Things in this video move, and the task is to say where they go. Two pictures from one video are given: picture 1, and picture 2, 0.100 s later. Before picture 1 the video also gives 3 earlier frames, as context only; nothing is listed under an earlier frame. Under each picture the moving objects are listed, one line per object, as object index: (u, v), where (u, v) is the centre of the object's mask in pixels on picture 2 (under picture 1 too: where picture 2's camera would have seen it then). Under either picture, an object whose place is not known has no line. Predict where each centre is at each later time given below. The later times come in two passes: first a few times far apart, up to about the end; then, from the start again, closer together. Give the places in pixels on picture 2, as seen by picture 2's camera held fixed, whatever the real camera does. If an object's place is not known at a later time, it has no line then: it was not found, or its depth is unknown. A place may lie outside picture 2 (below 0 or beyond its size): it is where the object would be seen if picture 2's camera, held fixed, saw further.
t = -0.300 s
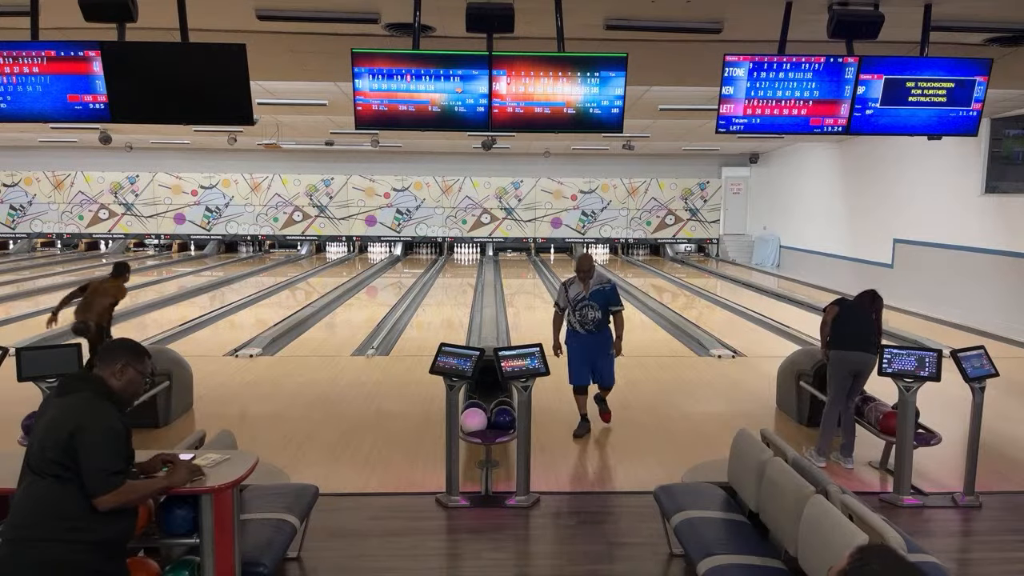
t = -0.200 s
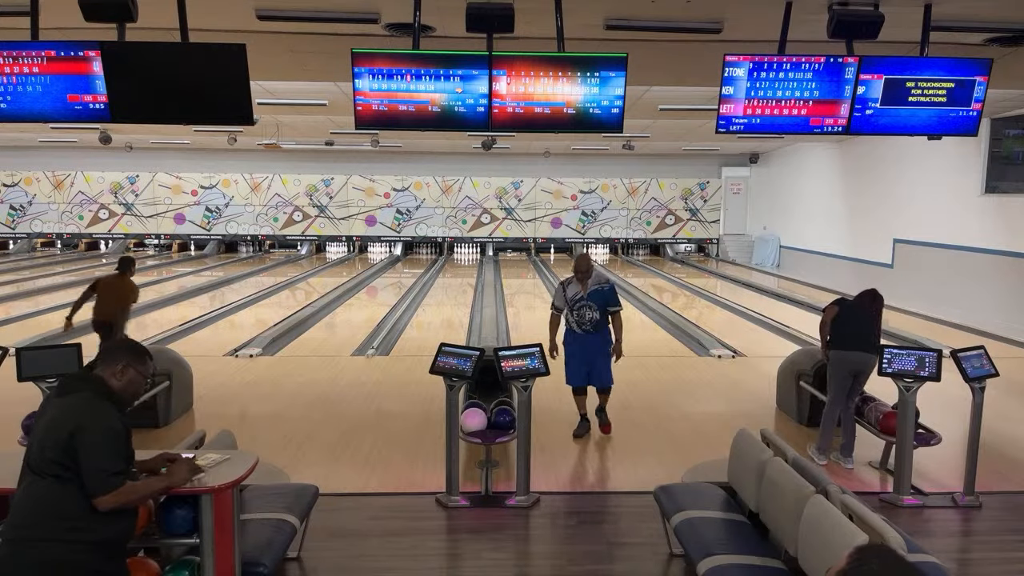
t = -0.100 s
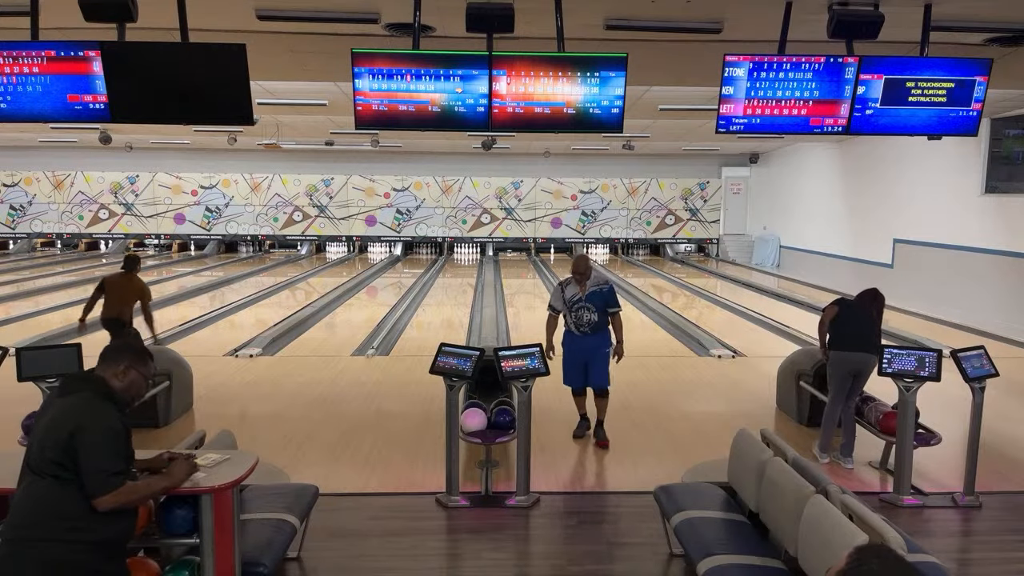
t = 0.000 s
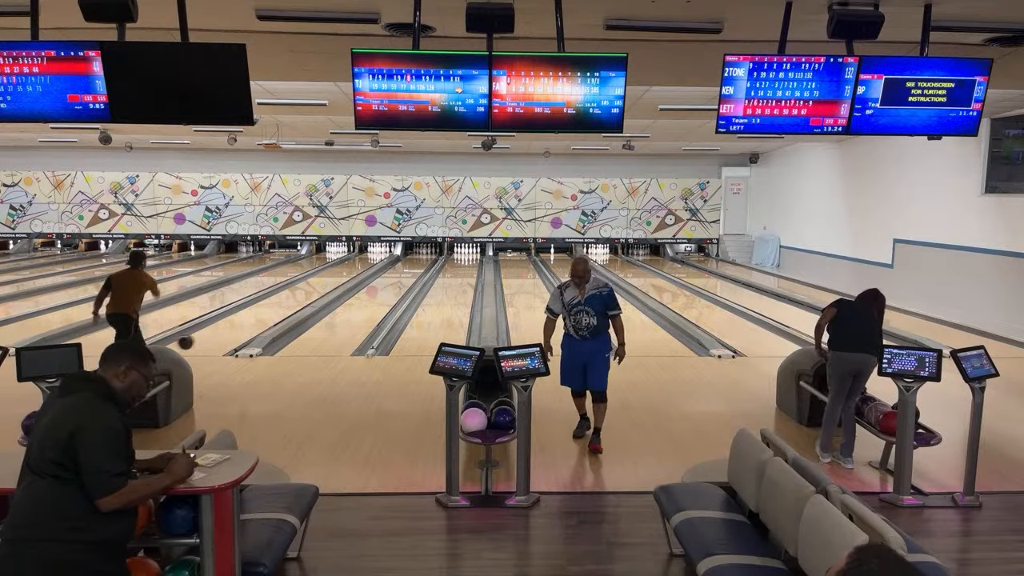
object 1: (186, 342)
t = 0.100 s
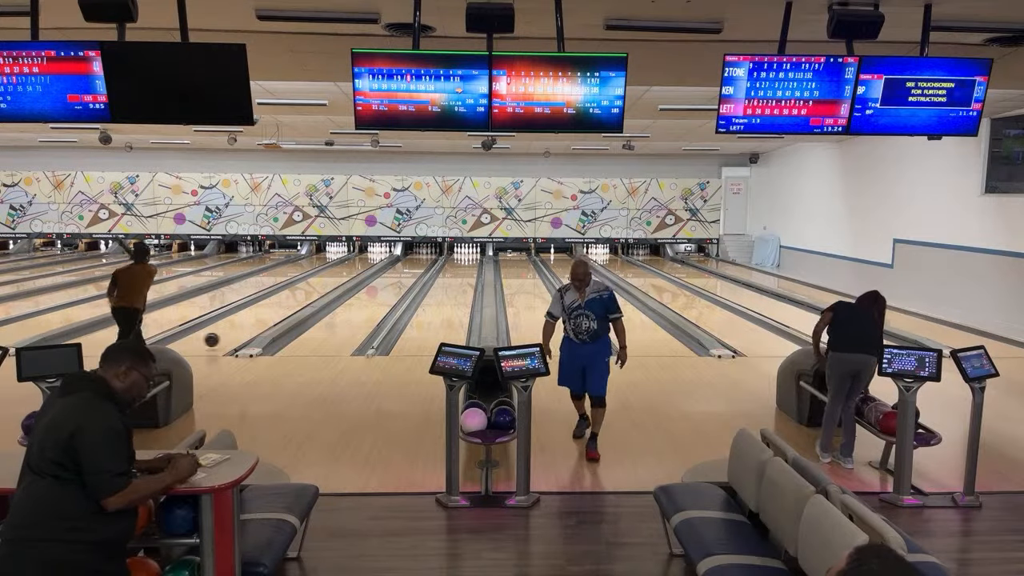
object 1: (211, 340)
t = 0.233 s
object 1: (240, 328)
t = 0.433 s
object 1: (273, 312)
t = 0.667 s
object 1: (302, 297)
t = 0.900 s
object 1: (323, 286)
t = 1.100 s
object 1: (338, 278)
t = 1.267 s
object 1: (348, 273)
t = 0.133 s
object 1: (219, 339)
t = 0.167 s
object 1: (227, 334)
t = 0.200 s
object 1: (233, 331)
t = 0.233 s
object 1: (240, 328)
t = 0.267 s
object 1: (246, 326)
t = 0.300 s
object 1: (252, 323)
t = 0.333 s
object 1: (258, 320)
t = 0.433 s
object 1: (273, 312)
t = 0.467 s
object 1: (278, 309)
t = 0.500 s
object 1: (282, 307)
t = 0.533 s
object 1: (286, 305)
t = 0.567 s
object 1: (290, 303)
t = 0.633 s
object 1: (298, 299)
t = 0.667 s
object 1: (302, 297)
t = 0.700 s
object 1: (305, 295)
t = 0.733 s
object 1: (308, 294)
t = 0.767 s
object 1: (312, 292)
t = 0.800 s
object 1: (315, 290)
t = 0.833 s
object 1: (318, 289)
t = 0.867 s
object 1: (321, 287)
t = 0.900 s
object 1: (323, 286)
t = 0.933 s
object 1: (326, 284)
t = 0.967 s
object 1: (328, 283)
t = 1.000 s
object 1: (331, 282)
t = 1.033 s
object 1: (333, 280)
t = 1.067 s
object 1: (336, 279)
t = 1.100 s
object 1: (338, 278)
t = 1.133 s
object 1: (340, 277)
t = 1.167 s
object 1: (342, 276)
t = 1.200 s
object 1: (344, 275)
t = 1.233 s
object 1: (346, 274)
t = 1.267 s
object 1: (348, 273)
